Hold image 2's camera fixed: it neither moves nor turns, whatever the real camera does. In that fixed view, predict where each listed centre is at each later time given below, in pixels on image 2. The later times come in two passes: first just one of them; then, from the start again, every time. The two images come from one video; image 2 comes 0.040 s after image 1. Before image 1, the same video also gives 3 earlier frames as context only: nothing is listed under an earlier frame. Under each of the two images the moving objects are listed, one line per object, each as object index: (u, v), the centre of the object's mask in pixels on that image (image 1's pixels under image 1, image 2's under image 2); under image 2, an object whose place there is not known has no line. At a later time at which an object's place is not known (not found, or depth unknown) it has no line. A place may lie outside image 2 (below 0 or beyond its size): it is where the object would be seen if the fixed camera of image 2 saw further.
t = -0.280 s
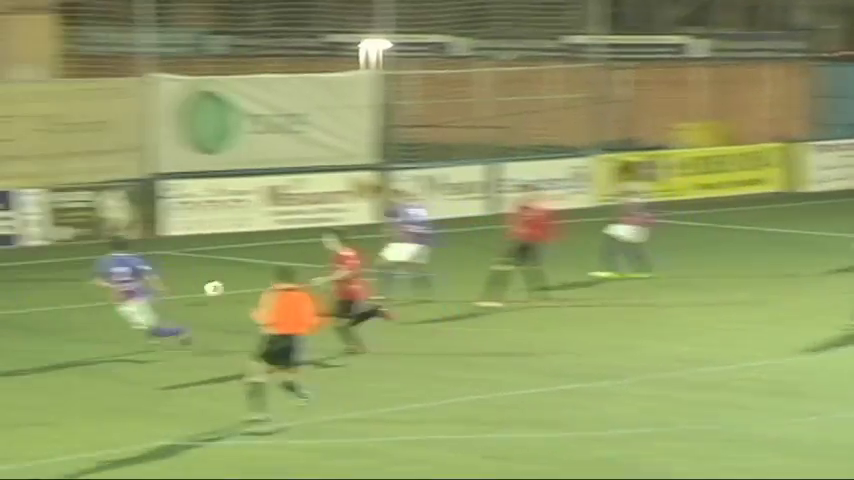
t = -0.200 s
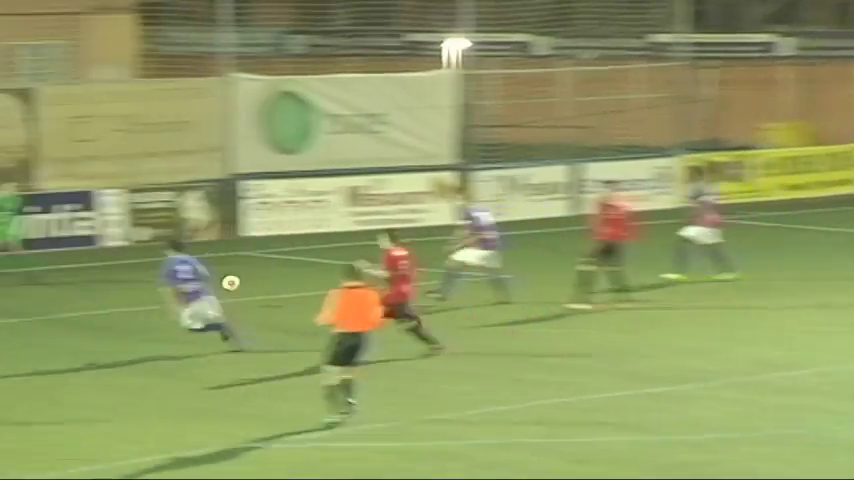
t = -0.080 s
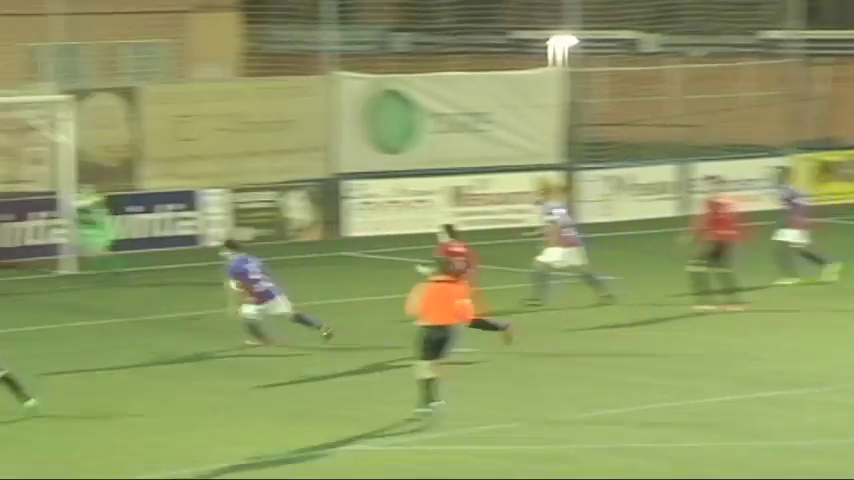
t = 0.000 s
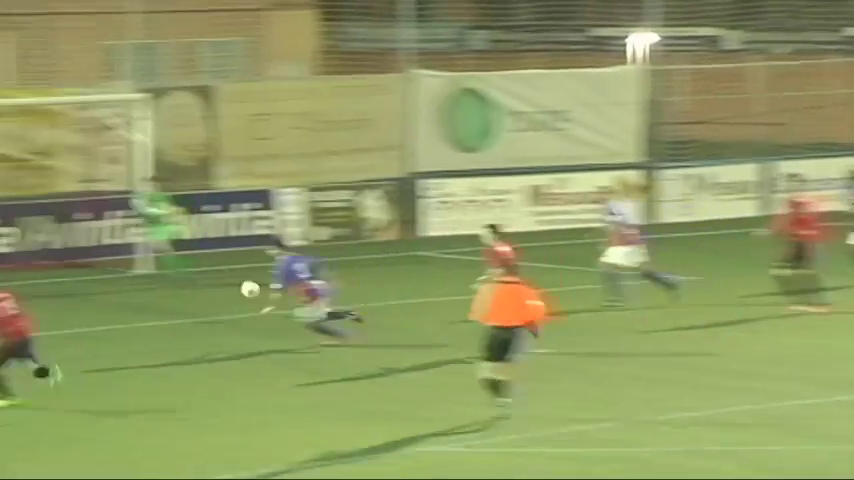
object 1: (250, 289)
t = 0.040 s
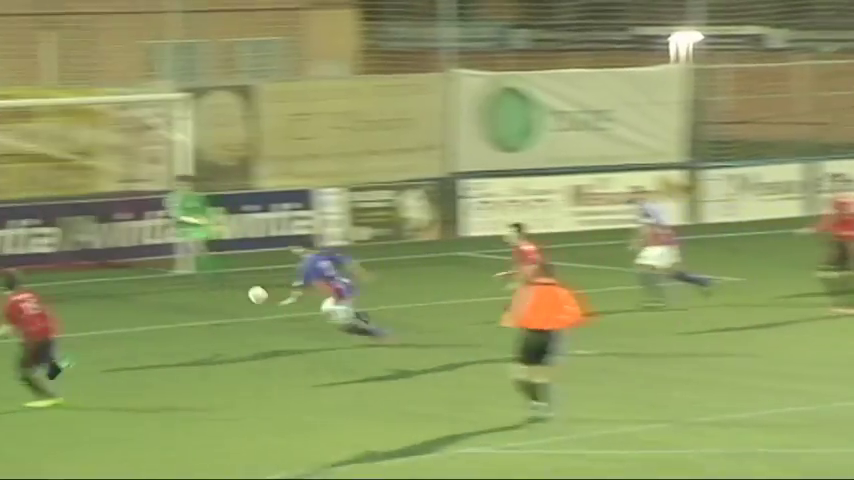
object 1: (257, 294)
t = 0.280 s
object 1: (81, 311)
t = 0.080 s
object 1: (225, 301)
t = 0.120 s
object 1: (194, 310)
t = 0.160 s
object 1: (162, 316)
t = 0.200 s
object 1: (135, 313)
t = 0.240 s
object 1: (108, 312)
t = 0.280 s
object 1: (81, 311)
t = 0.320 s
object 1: (53, 312)
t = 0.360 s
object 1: (26, 315)
